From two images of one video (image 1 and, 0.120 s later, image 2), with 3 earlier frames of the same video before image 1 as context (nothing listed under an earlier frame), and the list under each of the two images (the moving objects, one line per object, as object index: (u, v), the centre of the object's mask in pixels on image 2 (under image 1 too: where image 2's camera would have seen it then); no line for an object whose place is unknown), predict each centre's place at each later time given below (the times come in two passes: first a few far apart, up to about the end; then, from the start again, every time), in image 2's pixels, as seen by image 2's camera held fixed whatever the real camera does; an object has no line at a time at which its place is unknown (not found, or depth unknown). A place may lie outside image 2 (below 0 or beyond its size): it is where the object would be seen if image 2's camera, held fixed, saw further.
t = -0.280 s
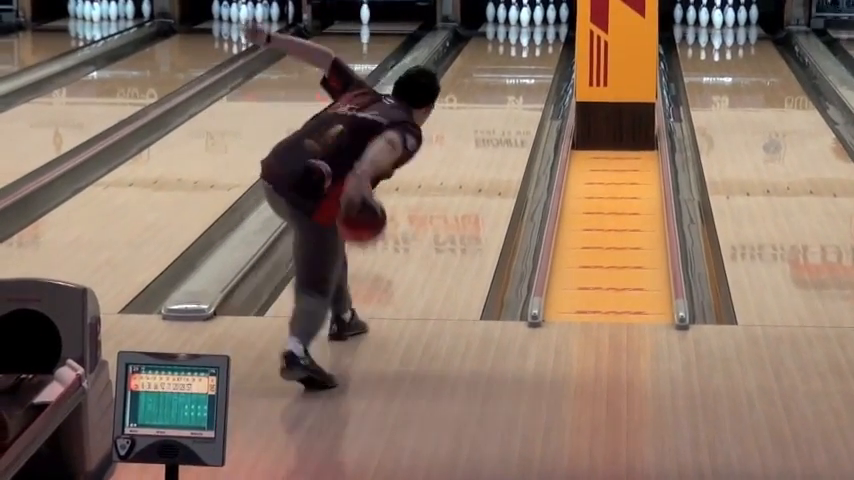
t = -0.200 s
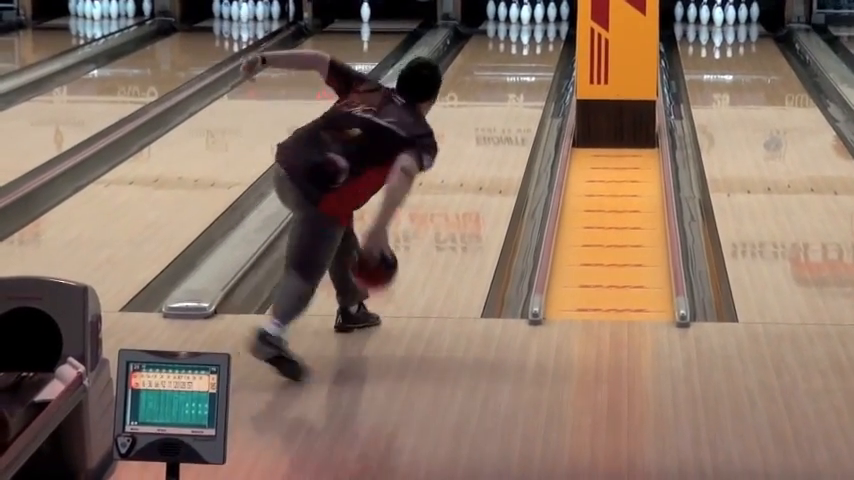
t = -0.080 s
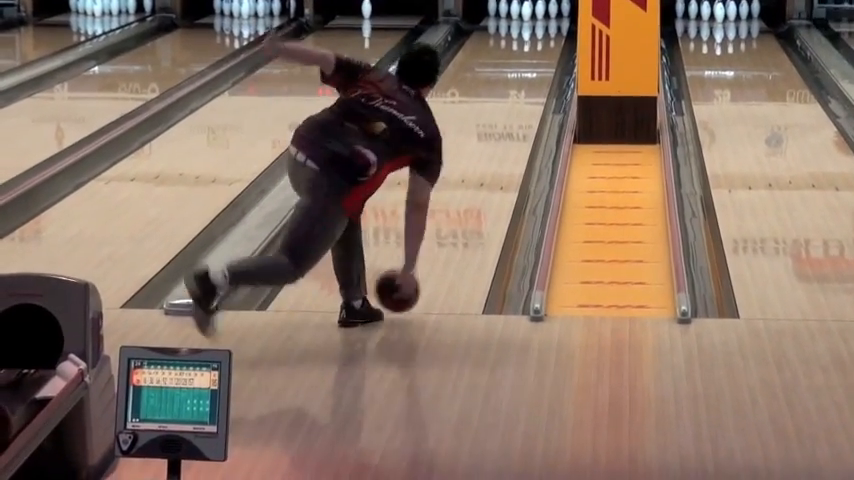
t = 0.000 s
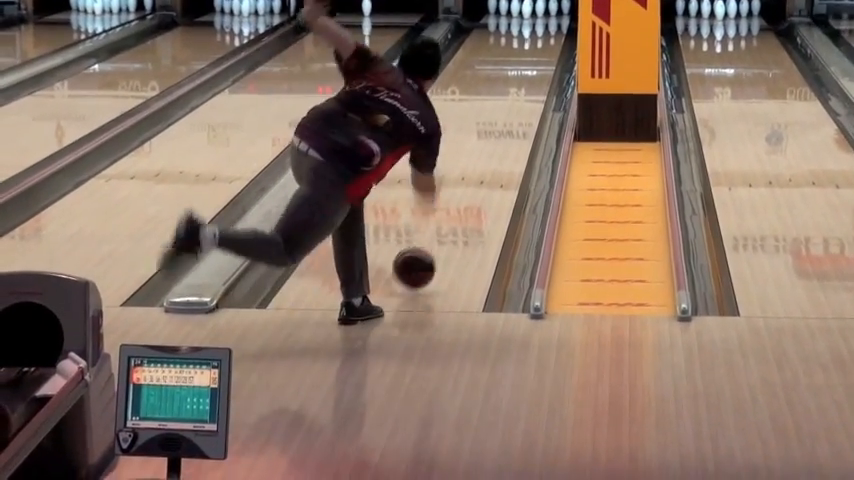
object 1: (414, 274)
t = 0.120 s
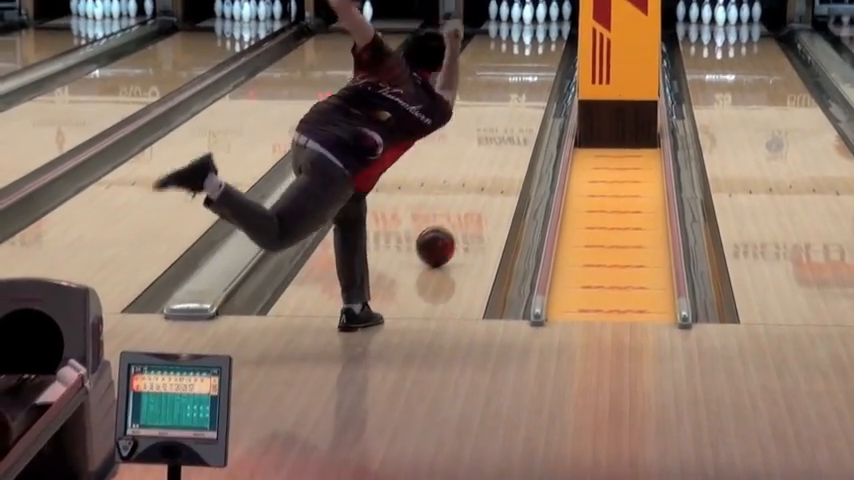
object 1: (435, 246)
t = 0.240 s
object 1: (454, 218)
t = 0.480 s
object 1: (483, 171)
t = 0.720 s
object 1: (506, 134)
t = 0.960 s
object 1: (523, 104)
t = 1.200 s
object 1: (535, 81)
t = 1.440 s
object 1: (545, 61)
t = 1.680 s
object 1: (549, 43)
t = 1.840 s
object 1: (550, 33)
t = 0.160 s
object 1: (442, 236)
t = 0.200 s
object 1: (448, 227)
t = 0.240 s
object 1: (454, 218)
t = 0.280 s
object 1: (459, 209)
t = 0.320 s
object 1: (464, 201)
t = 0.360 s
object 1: (469, 192)
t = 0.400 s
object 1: (474, 185)
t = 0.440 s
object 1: (479, 178)
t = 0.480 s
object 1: (483, 171)
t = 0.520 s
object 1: (488, 164)
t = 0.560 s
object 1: (491, 158)
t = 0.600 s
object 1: (495, 151)
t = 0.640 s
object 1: (499, 145)
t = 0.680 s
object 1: (502, 139)
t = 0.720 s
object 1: (506, 134)
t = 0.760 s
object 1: (509, 128)
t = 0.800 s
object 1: (512, 123)
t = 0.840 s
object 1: (515, 118)
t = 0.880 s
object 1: (518, 113)
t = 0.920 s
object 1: (520, 108)
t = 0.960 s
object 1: (523, 104)
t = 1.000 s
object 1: (525, 99)
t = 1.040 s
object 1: (528, 96)
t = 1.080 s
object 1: (529, 92)
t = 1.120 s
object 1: (532, 88)
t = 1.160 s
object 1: (533, 84)
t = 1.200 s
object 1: (535, 81)
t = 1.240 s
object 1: (537, 77)
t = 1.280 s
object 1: (539, 74)
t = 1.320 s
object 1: (540, 71)
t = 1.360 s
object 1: (541, 67)
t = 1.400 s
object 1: (543, 64)
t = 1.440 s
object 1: (545, 61)
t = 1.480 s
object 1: (546, 58)
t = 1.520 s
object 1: (546, 55)
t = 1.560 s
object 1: (547, 52)
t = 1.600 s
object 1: (548, 49)
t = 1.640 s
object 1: (548, 46)
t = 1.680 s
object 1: (549, 43)
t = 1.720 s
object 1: (549, 41)
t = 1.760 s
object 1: (550, 38)
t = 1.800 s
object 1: (550, 35)
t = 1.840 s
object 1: (550, 33)
